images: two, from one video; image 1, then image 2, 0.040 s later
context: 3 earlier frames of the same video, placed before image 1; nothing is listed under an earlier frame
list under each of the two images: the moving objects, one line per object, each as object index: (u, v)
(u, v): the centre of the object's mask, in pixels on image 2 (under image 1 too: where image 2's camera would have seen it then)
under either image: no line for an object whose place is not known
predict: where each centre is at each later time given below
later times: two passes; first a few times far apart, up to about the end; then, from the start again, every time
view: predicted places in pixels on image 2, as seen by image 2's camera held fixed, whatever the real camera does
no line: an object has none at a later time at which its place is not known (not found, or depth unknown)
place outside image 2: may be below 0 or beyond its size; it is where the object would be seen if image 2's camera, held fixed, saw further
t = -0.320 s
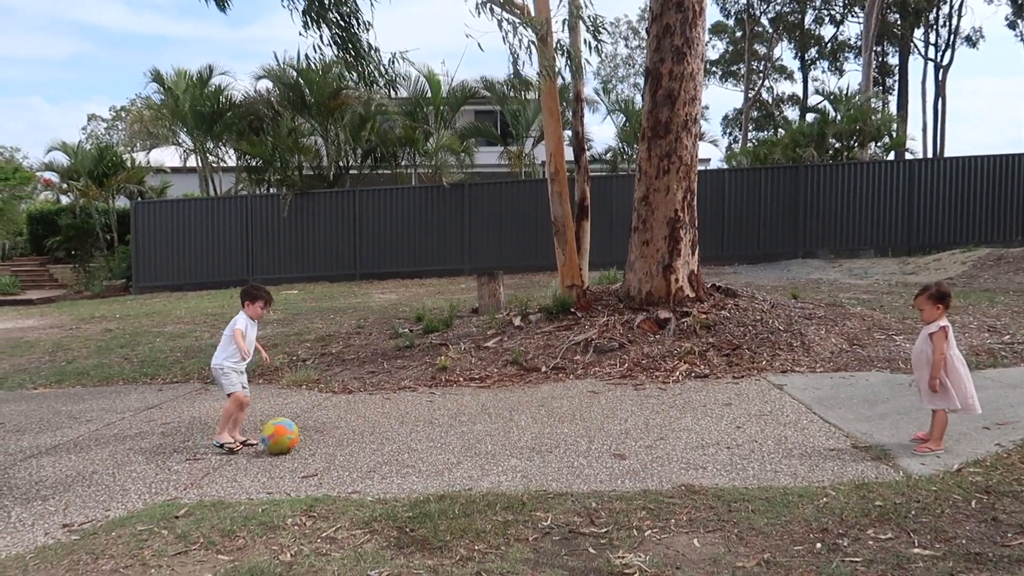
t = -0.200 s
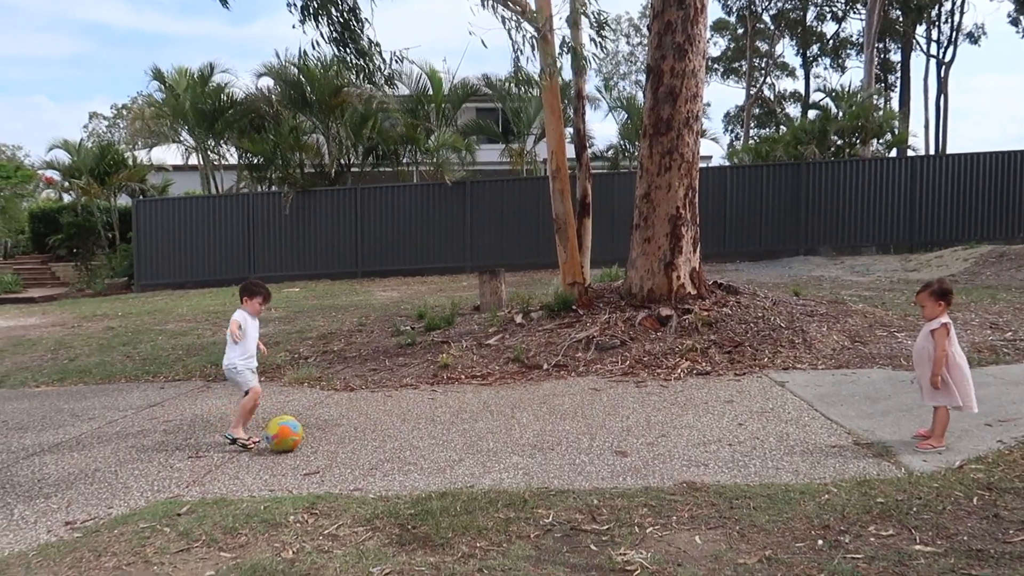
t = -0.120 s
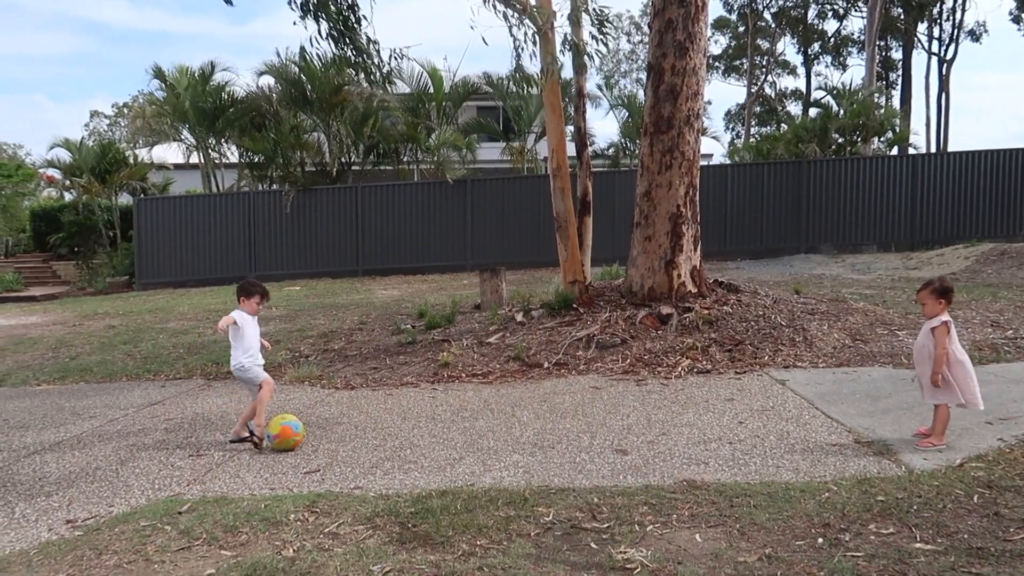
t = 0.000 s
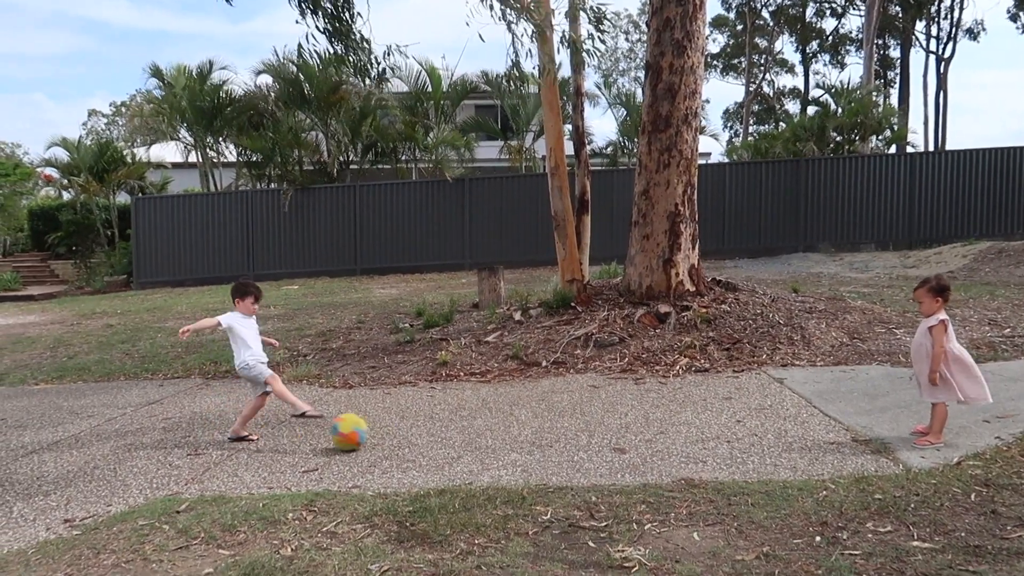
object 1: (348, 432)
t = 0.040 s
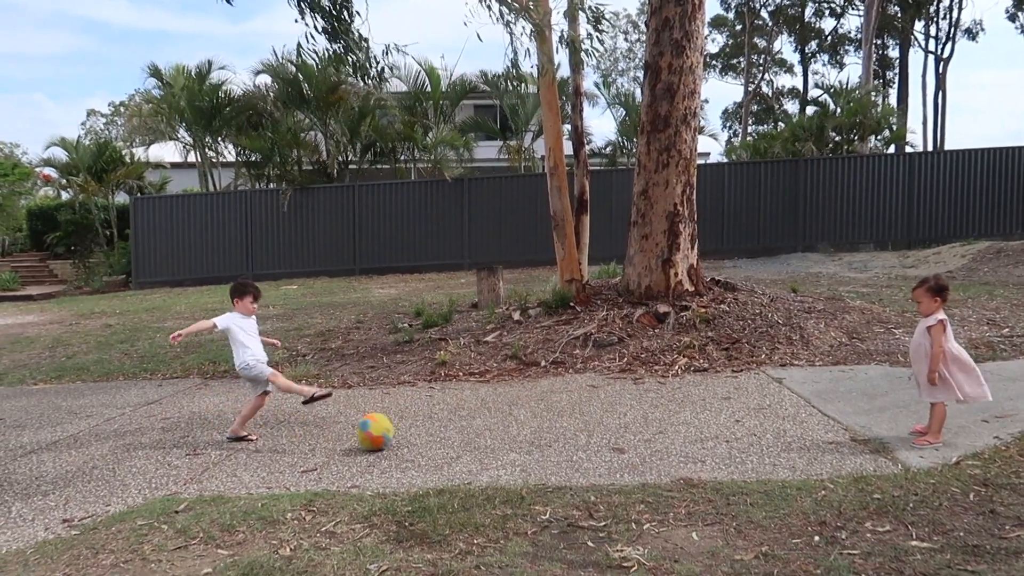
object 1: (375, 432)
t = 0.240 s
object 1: (493, 433)
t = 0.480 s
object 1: (619, 434)
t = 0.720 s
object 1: (750, 436)
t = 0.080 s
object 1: (400, 432)
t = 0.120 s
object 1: (425, 433)
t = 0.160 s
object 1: (449, 432)
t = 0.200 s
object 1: (472, 433)
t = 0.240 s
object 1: (493, 433)
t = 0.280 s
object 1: (515, 433)
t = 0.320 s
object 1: (536, 433)
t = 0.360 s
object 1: (556, 433)
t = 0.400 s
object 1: (577, 433)
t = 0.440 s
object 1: (597, 434)
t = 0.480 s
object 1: (619, 434)
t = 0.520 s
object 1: (640, 434)
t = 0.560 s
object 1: (662, 434)
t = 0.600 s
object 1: (684, 435)
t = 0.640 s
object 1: (705, 435)
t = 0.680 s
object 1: (727, 435)
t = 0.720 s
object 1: (750, 436)
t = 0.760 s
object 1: (772, 437)
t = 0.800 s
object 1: (794, 436)
